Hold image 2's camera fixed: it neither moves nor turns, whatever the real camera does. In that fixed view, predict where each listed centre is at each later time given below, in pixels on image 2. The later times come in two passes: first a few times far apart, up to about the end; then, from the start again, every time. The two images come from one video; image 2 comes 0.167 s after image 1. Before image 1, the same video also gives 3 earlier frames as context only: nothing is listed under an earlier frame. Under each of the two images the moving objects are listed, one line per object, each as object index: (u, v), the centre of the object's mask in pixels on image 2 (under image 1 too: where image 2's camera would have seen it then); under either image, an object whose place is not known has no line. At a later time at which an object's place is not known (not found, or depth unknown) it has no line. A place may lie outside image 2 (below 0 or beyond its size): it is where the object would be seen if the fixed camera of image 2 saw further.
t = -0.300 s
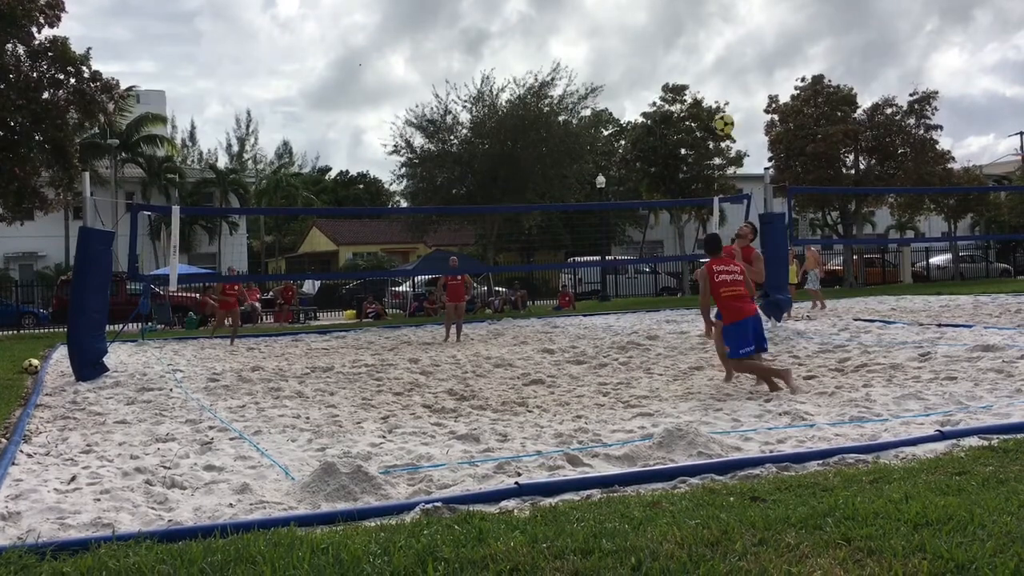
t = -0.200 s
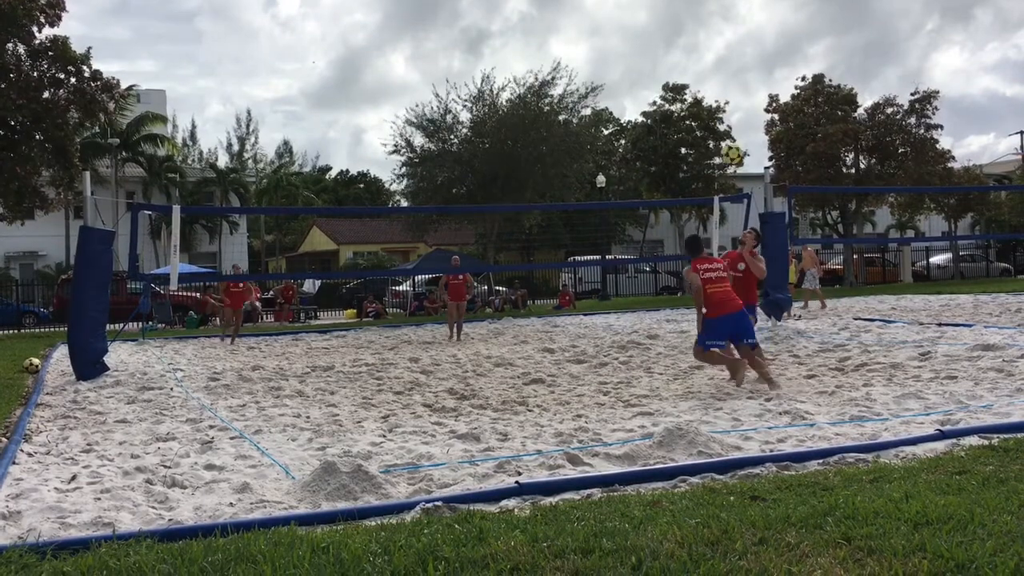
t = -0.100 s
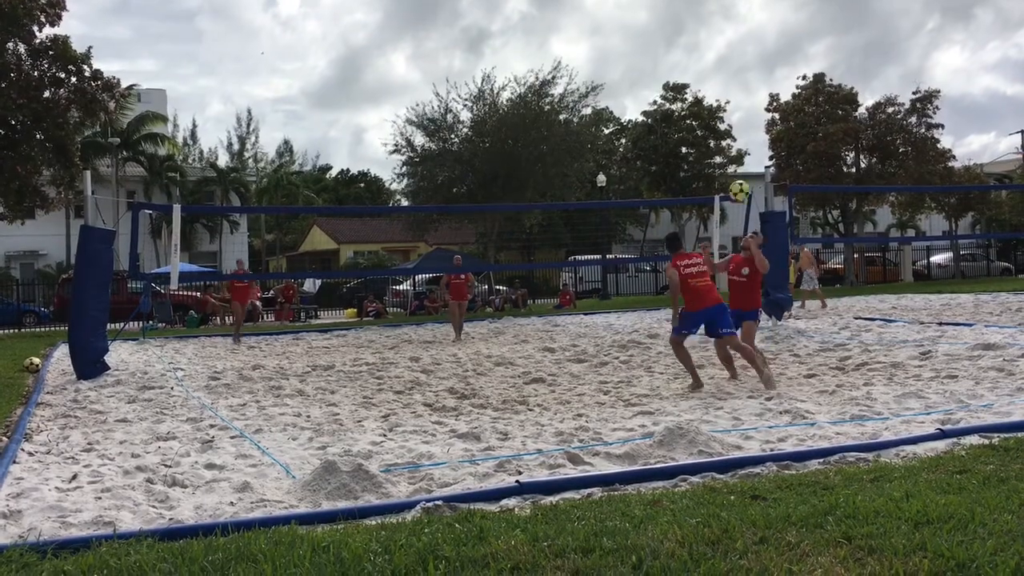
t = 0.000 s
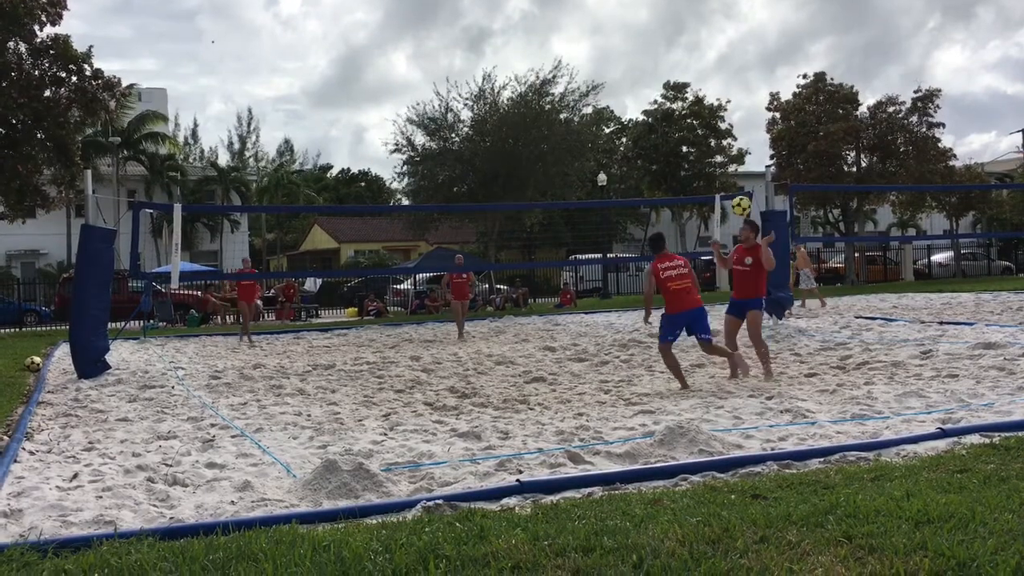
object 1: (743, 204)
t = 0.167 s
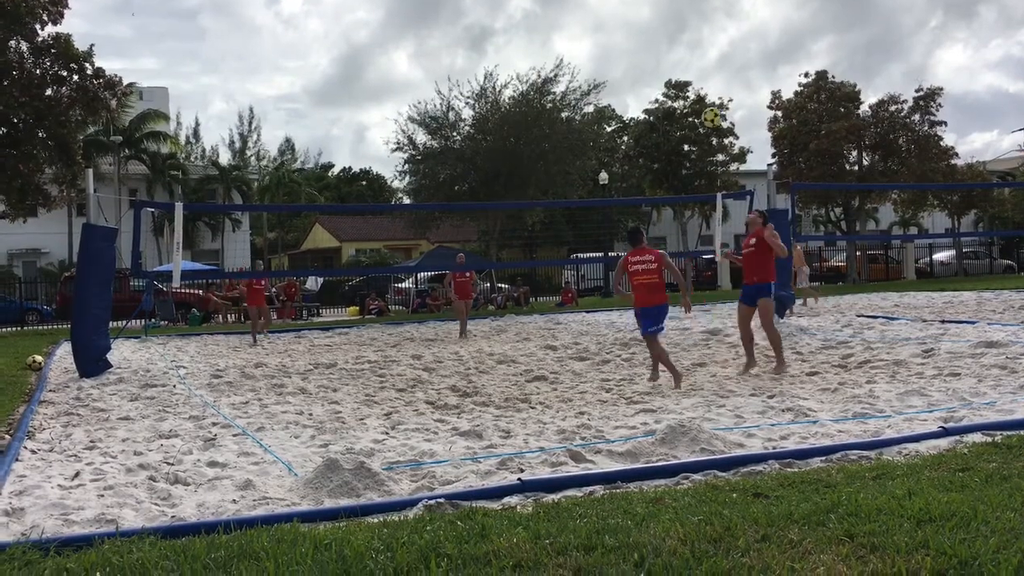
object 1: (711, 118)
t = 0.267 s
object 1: (694, 77)
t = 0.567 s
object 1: (648, 11)
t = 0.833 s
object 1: (612, 19)
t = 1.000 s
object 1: (592, 52)
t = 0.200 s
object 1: (706, 103)
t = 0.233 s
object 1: (700, 90)
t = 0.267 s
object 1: (694, 77)
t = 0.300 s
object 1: (689, 66)
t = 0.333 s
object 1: (684, 56)
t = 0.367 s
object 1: (678, 46)
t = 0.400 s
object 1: (673, 38)
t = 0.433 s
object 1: (668, 31)
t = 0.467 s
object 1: (663, 25)
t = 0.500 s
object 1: (658, 19)
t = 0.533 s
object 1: (653, 15)
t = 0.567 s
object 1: (648, 11)
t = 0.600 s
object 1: (643, 10)
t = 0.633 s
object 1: (638, 9)
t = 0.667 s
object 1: (634, 9)
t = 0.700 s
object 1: (629, 9)
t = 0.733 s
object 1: (625, 10)
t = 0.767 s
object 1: (621, 11)
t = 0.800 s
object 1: (616, 15)
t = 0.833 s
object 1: (612, 19)
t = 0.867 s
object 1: (608, 23)
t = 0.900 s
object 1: (604, 29)
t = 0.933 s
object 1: (599, 36)
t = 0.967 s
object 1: (596, 44)
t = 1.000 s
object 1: (592, 52)
